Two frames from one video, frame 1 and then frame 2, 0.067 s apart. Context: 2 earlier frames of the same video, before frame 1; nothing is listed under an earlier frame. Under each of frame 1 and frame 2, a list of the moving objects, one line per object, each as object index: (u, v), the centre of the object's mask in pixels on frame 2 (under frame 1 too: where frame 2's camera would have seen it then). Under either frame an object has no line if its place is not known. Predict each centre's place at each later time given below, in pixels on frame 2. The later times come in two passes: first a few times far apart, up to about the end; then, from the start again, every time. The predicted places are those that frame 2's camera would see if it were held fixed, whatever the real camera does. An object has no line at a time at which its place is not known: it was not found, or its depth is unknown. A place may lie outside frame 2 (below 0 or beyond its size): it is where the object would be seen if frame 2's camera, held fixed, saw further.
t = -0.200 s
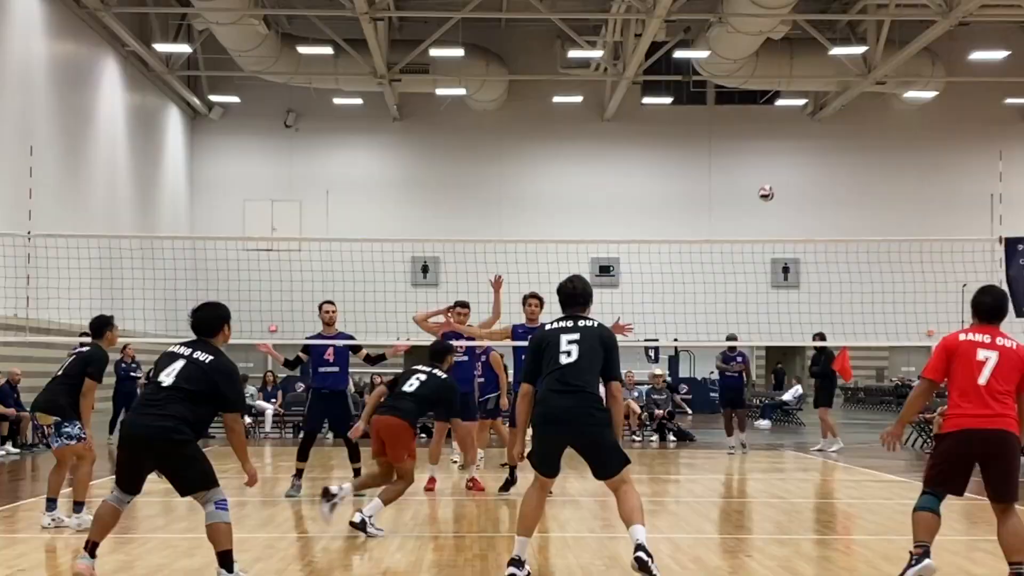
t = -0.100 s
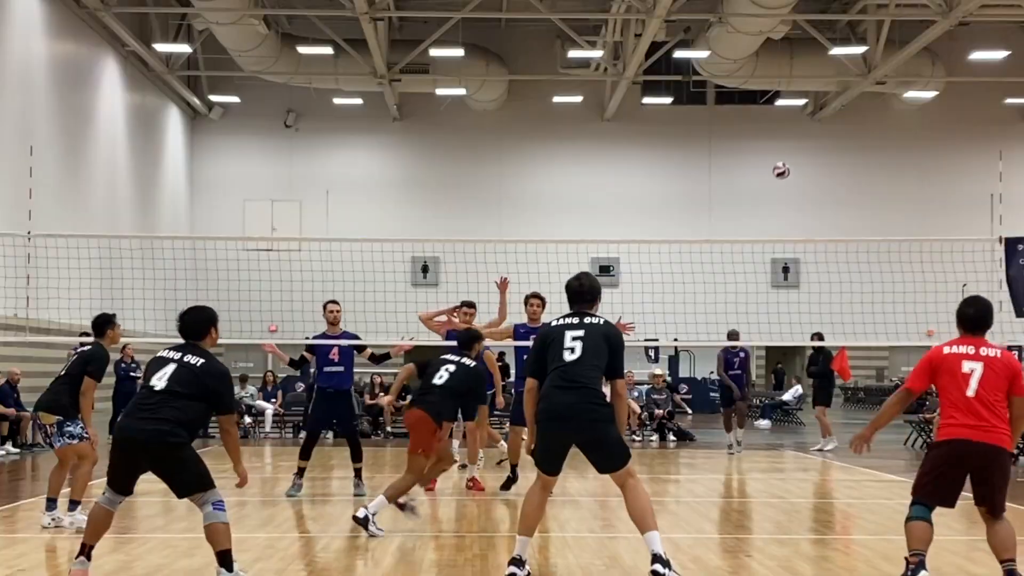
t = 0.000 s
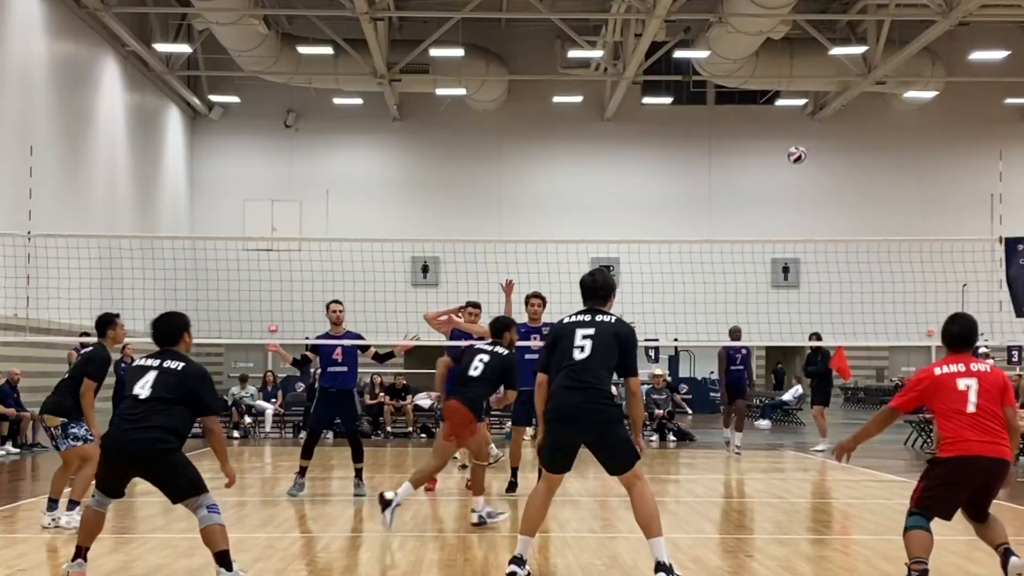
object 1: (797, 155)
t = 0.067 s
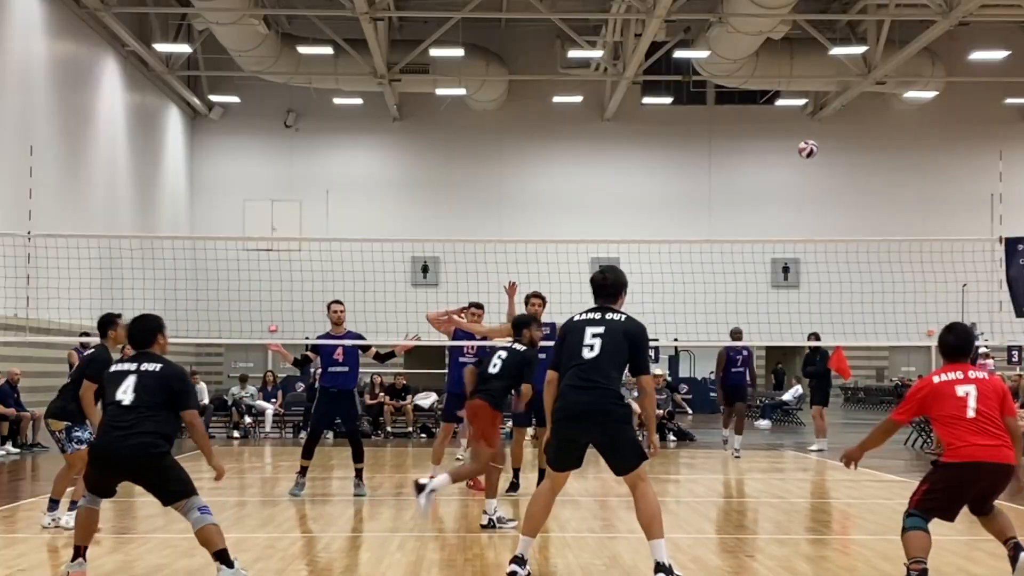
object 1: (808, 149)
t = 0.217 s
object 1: (839, 150)
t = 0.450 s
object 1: (903, 194)
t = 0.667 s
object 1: (978, 303)
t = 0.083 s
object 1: (811, 148)
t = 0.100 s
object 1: (814, 148)
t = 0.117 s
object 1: (817, 148)
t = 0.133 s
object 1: (821, 148)
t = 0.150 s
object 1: (824, 148)
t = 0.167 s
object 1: (827, 148)
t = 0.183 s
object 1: (831, 149)
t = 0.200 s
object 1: (835, 149)
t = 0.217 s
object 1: (839, 150)
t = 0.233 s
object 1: (843, 152)
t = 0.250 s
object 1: (847, 153)
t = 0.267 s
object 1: (851, 155)
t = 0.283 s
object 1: (855, 157)
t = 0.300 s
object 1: (860, 159)
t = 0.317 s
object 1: (864, 161)
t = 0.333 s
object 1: (869, 164)
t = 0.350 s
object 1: (873, 168)
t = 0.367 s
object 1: (878, 171)
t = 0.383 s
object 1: (883, 175)
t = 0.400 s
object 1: (888, 179)
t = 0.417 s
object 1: (893, 183)
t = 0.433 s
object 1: (898, 188)
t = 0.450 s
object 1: (903, 194)
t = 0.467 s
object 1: (908, 199)
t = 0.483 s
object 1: (913, 205)
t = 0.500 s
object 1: (919, 211)
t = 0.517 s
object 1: (924, 218)
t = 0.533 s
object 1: (929, 225)
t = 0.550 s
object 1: (935, 233)
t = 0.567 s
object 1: (941, 242)
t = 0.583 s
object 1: (947, 251)
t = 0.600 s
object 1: (953, 260)
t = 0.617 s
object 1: (959, 270)
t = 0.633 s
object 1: (966, 280)
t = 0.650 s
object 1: (972, 291)
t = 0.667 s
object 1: (978, 303)
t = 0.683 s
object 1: (984, 314)
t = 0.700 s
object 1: (991, 328)
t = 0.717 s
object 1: (998, 341)
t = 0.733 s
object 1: (1005, 355)
